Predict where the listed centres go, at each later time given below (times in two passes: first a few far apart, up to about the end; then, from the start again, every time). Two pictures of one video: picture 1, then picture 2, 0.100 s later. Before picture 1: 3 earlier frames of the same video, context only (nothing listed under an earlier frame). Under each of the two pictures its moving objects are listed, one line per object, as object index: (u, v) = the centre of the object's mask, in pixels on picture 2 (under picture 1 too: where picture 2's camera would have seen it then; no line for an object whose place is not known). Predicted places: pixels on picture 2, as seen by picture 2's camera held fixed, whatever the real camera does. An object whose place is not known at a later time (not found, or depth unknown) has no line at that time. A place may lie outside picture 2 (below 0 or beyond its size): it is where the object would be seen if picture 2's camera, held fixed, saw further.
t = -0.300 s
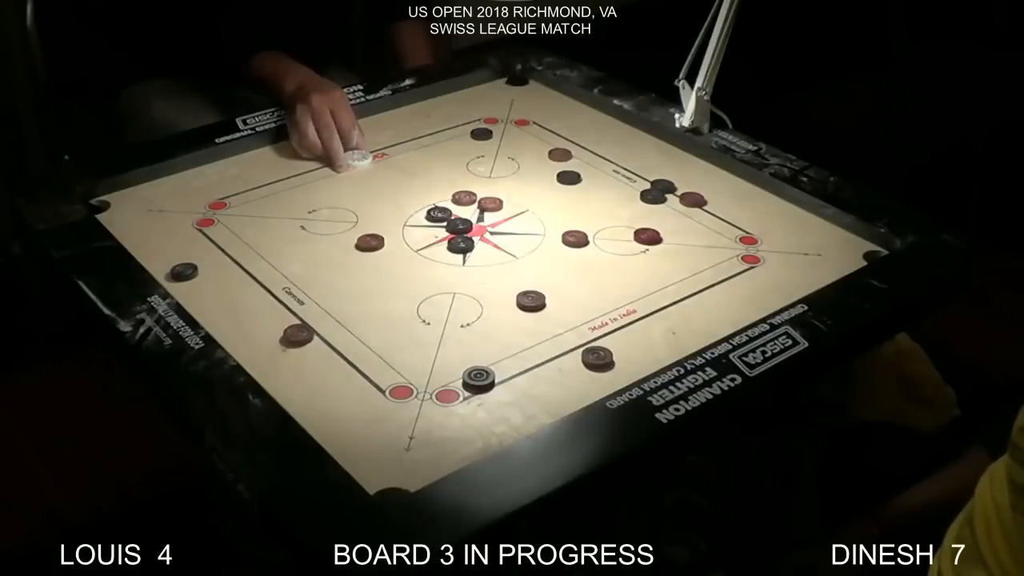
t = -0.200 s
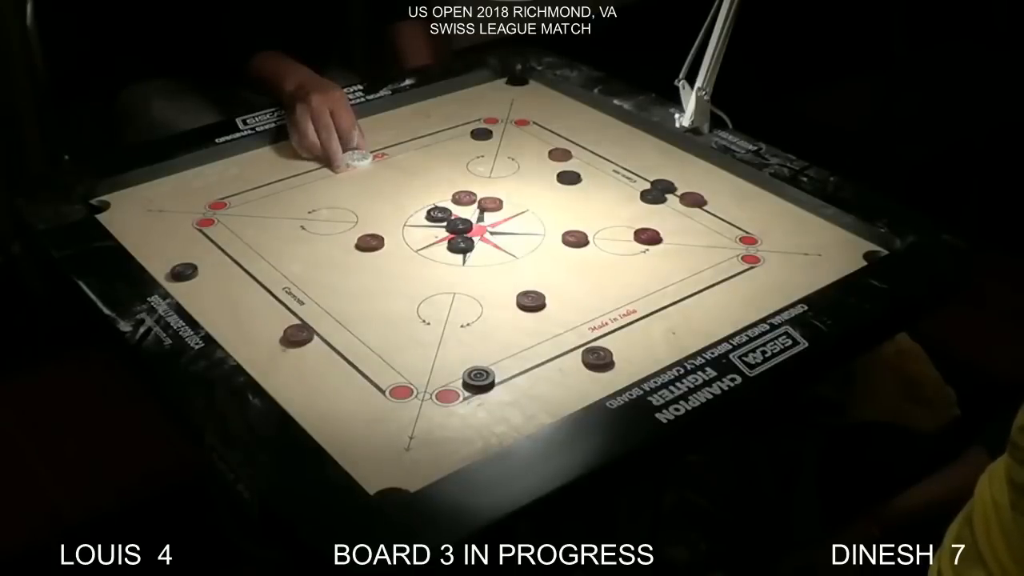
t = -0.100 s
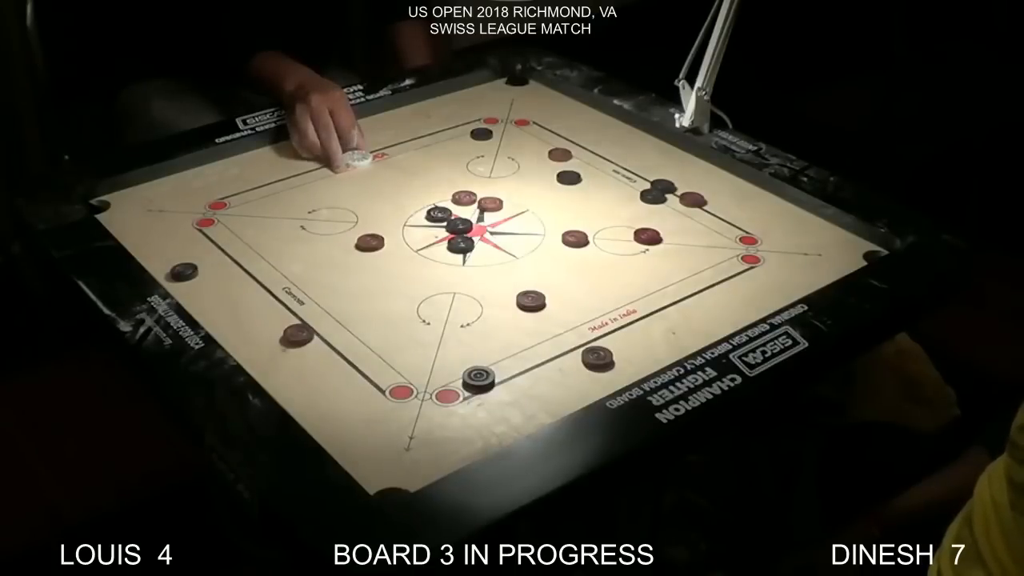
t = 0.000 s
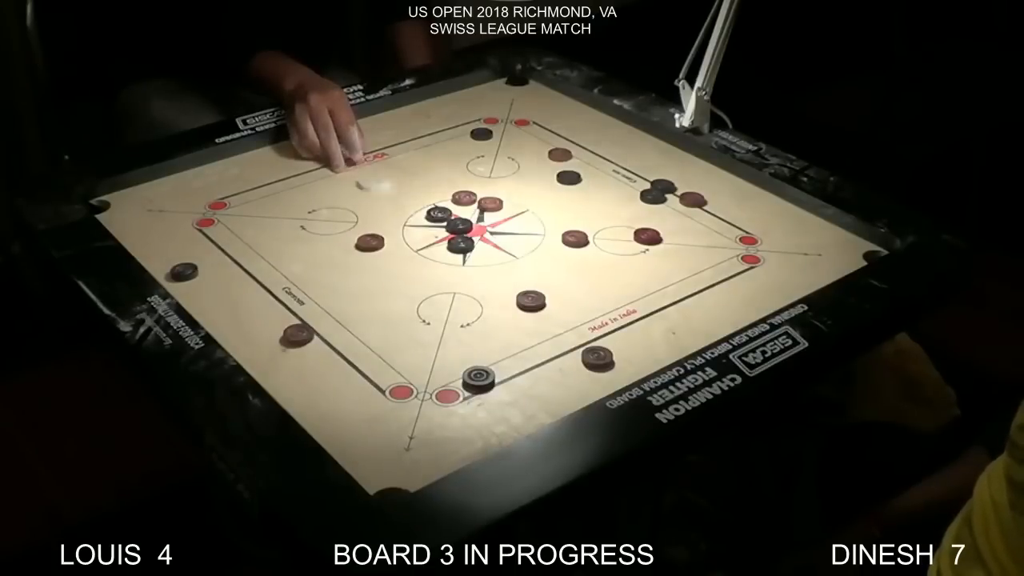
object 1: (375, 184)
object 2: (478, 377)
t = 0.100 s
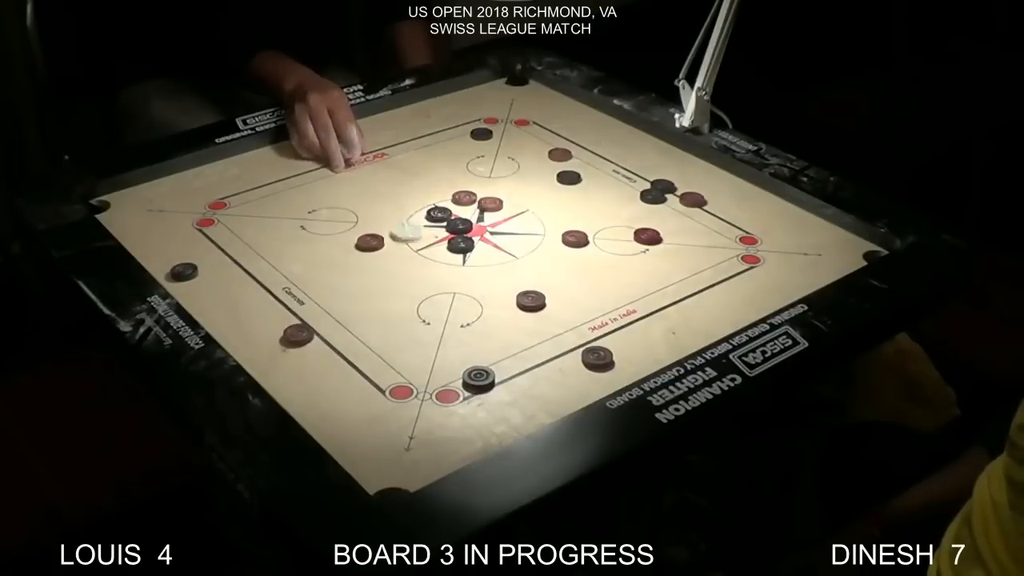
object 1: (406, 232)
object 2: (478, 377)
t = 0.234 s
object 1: (457, 305)
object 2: (478, 377)
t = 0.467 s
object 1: (562, 404)
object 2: (431, 461)
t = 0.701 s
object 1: (511, 359)
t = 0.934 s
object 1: (484, 338)
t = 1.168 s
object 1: (482, 336)
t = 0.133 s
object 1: (418, 250)
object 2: (478, 377)
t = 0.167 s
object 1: (430, 267)
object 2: (478, 377)
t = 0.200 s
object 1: (443, 285)
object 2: (478, 377)
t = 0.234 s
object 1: (457, 305)
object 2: (478, 377)
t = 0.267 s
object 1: (470, 323)
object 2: (478, 377)
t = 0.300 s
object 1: (483, 343)
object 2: (478, 377)
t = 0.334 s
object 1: (497, 359)
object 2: (475, 383)
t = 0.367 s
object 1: (515, 372)
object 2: (464, 404)
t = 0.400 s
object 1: (532, 384)
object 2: (452, 423)
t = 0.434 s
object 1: (549, 395)
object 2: (442, 442)
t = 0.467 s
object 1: (562, 404)
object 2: (431, 461)
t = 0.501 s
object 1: (563, 403)
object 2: (419, 476)
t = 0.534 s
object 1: (554, 395)
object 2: (409, 486)
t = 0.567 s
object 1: (544, 387)
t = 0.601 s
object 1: (534, 379)
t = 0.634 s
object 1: (524, 371)
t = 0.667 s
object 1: (518, 365)
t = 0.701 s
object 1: (511, 359)
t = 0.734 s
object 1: (505, 355)
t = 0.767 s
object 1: (500, 350)
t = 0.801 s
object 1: (495, 347)
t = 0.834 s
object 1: (491, 343)
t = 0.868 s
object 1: (488, 341)
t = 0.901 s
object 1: (485, 339)
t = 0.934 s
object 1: (484, 338)
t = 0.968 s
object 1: (482, 337)
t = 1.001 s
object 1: (482, 336)
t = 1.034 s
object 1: (482, 336)
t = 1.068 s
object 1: (482, 336)
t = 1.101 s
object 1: (482, 336)
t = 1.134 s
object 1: (482, 336)
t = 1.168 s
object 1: (482, 336)
